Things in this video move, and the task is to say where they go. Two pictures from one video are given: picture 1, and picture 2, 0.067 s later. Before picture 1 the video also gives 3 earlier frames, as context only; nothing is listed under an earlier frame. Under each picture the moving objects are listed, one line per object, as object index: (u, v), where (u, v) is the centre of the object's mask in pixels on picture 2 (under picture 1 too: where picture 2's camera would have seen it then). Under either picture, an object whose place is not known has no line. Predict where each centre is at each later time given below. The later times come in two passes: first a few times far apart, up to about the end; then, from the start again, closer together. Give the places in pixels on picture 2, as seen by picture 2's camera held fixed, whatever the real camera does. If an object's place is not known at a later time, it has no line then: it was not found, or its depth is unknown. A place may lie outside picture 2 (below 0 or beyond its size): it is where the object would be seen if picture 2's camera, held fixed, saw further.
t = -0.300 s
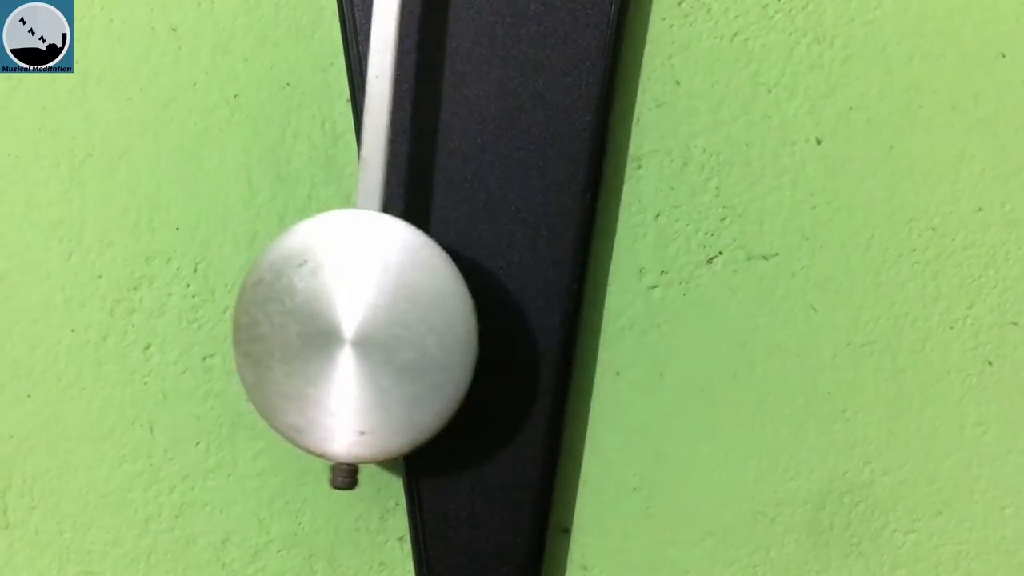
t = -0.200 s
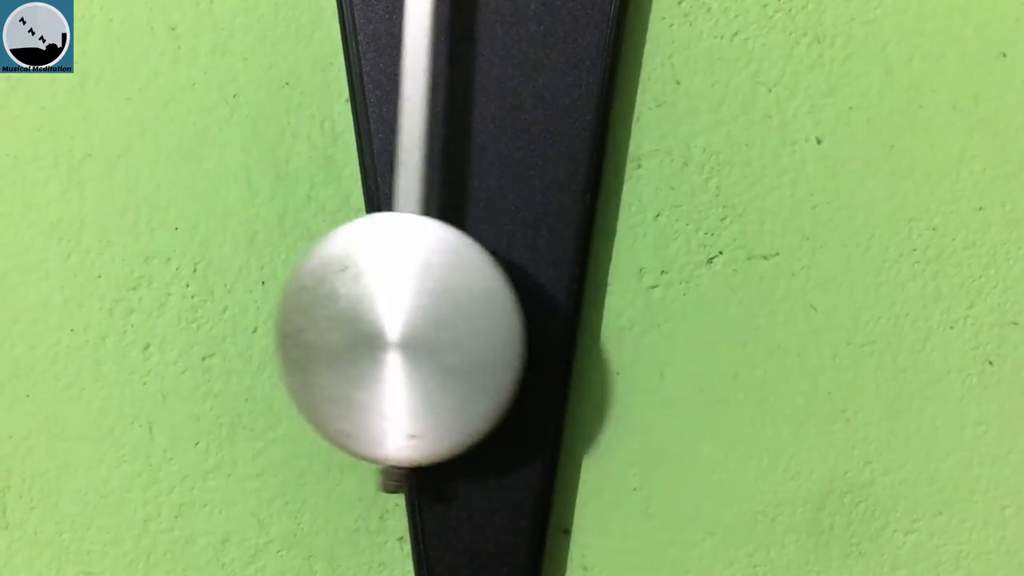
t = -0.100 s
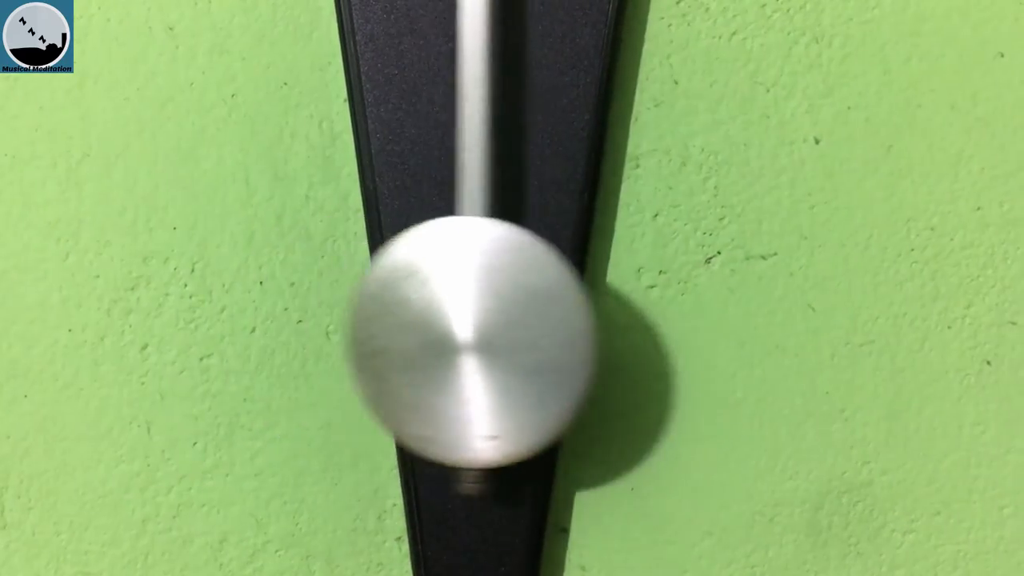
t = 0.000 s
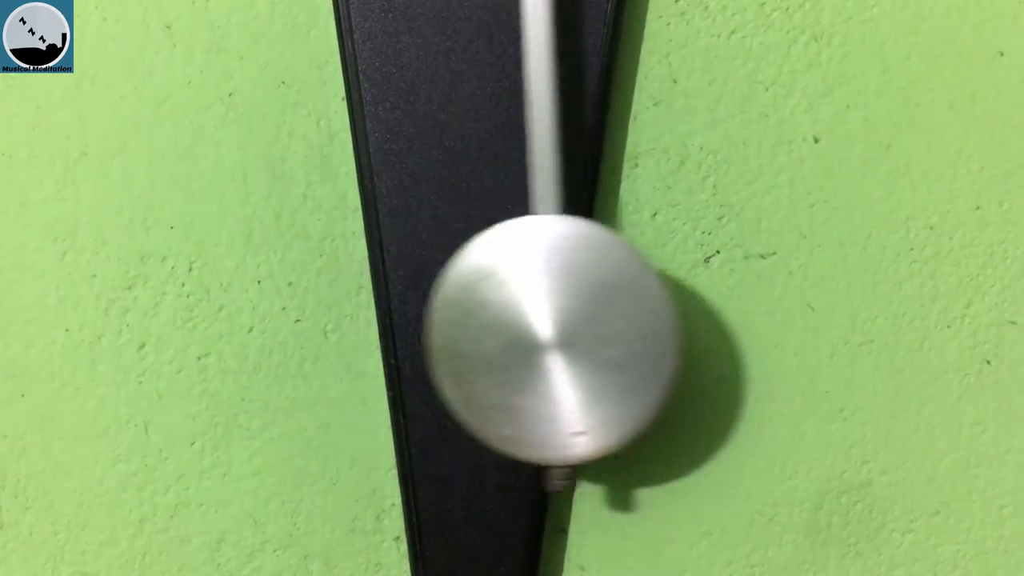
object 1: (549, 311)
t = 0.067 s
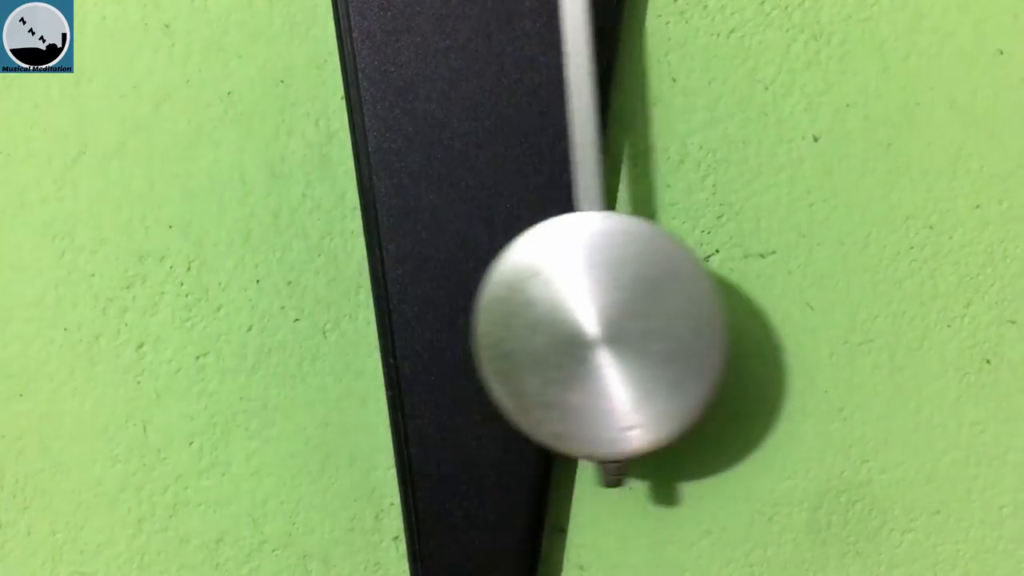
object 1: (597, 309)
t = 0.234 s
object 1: (654, 307)
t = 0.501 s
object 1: (519, 311)
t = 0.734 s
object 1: (354, 312)
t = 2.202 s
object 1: (426, 308)
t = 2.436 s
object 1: (605, 310)
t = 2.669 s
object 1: (635, 310)
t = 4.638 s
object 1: (488, 310)
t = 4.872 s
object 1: (640, 311)
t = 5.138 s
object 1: (568, 311)
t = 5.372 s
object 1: (390, 309)
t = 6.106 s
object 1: (649, 310)
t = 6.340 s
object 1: (545, 310)
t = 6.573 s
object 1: (379, 303)
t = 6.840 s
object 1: (383, 311)
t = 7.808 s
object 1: (351, 308)
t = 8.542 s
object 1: (631, 310)
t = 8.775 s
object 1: (481, 310)
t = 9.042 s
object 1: (351, 311)
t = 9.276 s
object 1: (450, 311)
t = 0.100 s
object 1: (617, 309)
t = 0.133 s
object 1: (633, 308)
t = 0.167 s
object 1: (645, 307)
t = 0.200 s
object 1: (652, 308)
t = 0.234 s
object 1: (654, 307)
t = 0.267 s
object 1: (652, 308)
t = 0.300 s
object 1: (644, 308)
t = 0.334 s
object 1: (631, 309)
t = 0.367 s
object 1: (615, 309)
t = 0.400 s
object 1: (594, 309)
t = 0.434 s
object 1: (571, 310)
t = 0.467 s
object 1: (546, 310)
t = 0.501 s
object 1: (519, 311)
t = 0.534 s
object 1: (493, 310)
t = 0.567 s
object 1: (465, 310)
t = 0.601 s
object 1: (438, 310)
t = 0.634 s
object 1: (413, 310)
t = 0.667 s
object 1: (390, 311)
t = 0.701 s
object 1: (370, 312)
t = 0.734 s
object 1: (354, 312)
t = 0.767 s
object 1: (342, 312)
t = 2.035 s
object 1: (342, 310)
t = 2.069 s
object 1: (351, 310)
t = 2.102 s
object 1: (364, 309)
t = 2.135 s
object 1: (382, 305)
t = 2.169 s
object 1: (403, 306)
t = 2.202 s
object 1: (426, 308)
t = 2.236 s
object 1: (452, 307)
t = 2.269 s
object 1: (478, 311)
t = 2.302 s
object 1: (504, 309)
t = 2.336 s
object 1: (532, 310)
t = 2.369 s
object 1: (558, 310)
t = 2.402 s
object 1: (583, 310)
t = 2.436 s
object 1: (605, 310)
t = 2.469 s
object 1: (623, 310)
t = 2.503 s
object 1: (637, 310)
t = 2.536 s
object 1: (647, 310)
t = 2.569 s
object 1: (652, 310)
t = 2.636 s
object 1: (646, 309)
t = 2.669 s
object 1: (635, 310)
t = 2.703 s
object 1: (620, 310)
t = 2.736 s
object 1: (601, 309)
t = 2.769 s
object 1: (578, 309)
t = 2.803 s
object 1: (554, 309)
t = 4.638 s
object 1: (488, 310)
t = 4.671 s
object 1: (515, 311)
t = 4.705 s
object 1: (542, 311)
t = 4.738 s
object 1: (567, 311)
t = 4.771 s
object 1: (590, 311)
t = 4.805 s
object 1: (610, 311)
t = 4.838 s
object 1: (627, 310)
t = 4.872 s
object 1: (640, 311)
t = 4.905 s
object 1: (648, 311)
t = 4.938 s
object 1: (650, 311)
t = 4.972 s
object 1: (648, 311)
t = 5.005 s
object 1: (641, 311)
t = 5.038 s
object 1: (628, 311)
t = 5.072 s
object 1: (612, 311)
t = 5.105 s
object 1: (591, 311)
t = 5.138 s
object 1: (568, 311)
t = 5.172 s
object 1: (542, 311)
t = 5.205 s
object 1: (516, 311)
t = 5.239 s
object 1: (490, 310)
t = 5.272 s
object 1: (463, 310)
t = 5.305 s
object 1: (438, 308)
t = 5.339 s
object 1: (413, 309)
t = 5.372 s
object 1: (390, 309)
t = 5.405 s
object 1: (371, 309)
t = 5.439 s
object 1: (356, 309)
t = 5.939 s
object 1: (586, 311)
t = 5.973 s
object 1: (607, 310)
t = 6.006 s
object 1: (624, 310)
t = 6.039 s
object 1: (638, 310)
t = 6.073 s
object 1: (646, 310)
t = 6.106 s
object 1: (649, 310)
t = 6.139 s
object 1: (647, 310)
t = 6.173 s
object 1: (640, 310)
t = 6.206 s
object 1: (628, 310)
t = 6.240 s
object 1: (612, 309)
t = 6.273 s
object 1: (593, 309)
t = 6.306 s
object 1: (570, 309)
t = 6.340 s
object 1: (545, 310)
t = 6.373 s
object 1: (519, 310)
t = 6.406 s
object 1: (494, 308)
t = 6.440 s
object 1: (469, 308)
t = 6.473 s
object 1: (444, 307)
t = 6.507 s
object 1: (420, 306)
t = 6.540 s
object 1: (398, 306)
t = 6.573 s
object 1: (379, 303)
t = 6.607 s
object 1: (364, 306)
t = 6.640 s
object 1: (352, 308)
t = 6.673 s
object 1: (345, 308)
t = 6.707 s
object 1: (343, 309)
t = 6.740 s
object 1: (346, 309)
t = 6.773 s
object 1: (354, 310)
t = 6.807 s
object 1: (367, 310)
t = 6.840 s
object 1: (383, 311)
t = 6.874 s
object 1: (404, 310)
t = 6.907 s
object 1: (427, 311)
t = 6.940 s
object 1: (451, 310)
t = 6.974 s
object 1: (477, 311)
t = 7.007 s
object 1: (503, 313)
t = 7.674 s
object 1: (425, 304)
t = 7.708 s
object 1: (402, 305)
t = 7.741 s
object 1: (381, 307)
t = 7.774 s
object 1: (364, 308)
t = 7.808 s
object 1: (351, 308)
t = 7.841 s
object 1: (343, 309)
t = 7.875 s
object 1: (340, 309)
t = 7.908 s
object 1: (342, 310)
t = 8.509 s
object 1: (640, 310)
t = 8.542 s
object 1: (631, 310)
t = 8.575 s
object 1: (618, 311)
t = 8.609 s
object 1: (600, 311)
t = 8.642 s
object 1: (579, 312)
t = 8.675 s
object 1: (556, 312)
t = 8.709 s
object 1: (531, 311)
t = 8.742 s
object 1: (505, 312)
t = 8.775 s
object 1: (481, 310)
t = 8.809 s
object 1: (455, 310)
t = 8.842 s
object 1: (432, 311)
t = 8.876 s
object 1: (409, 310)
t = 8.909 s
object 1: (388, 311)
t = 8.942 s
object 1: (373, 311)
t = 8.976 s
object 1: (361, 312)
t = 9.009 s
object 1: (353, 311)
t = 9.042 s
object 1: (351, 311)
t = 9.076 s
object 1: (353, 311)
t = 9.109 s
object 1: (359, 311)
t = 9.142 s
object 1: (371, 310)
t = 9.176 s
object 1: (386, 309)
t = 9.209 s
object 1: (405, 308)
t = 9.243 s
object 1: (427, 309)
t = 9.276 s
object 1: (450, 311)
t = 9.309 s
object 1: (474, 312)
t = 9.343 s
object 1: (499, 312)
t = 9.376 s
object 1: (524, 313)
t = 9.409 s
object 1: (549, 314)
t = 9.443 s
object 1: (572, 312)
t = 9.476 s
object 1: (593, 314)
